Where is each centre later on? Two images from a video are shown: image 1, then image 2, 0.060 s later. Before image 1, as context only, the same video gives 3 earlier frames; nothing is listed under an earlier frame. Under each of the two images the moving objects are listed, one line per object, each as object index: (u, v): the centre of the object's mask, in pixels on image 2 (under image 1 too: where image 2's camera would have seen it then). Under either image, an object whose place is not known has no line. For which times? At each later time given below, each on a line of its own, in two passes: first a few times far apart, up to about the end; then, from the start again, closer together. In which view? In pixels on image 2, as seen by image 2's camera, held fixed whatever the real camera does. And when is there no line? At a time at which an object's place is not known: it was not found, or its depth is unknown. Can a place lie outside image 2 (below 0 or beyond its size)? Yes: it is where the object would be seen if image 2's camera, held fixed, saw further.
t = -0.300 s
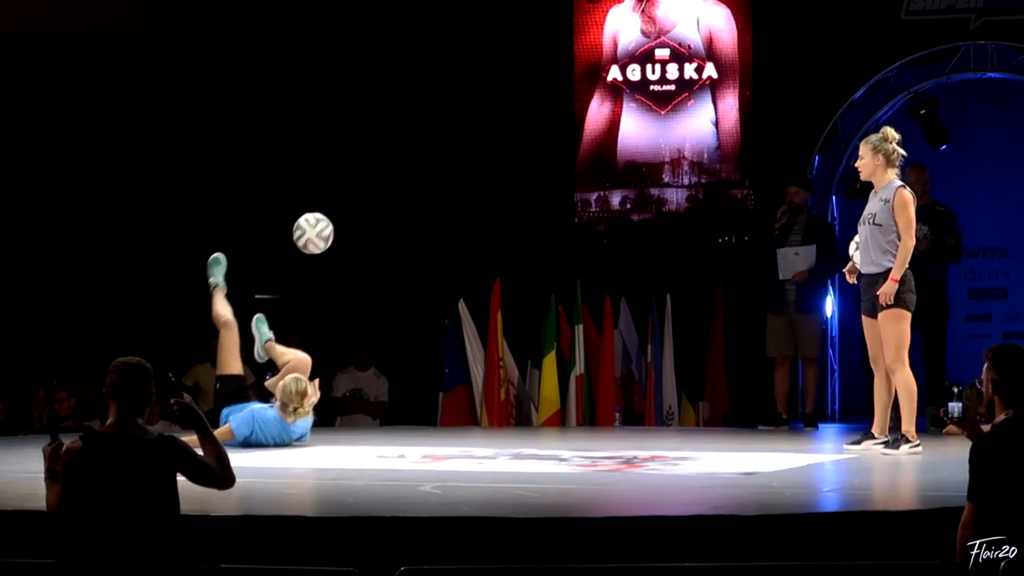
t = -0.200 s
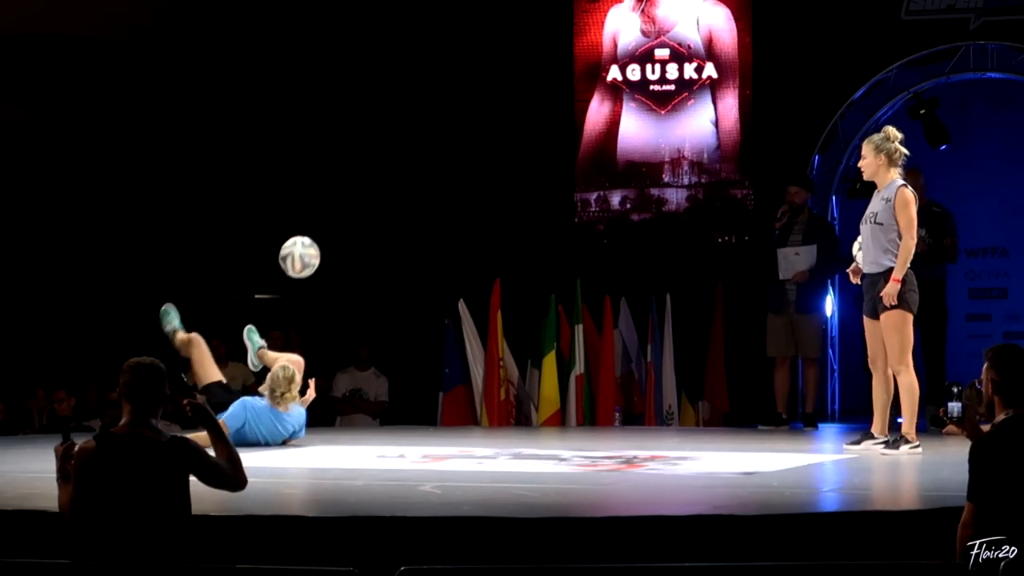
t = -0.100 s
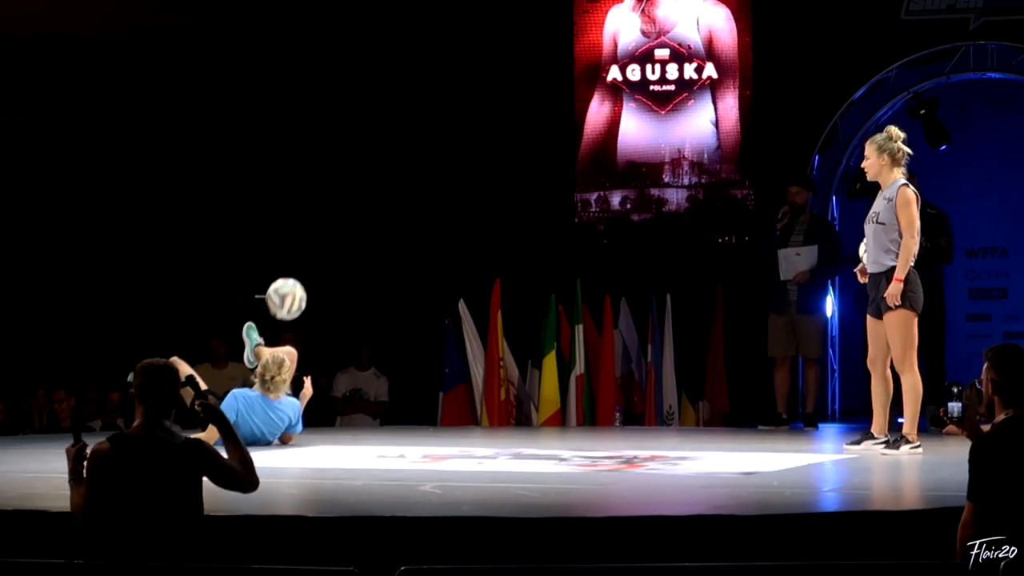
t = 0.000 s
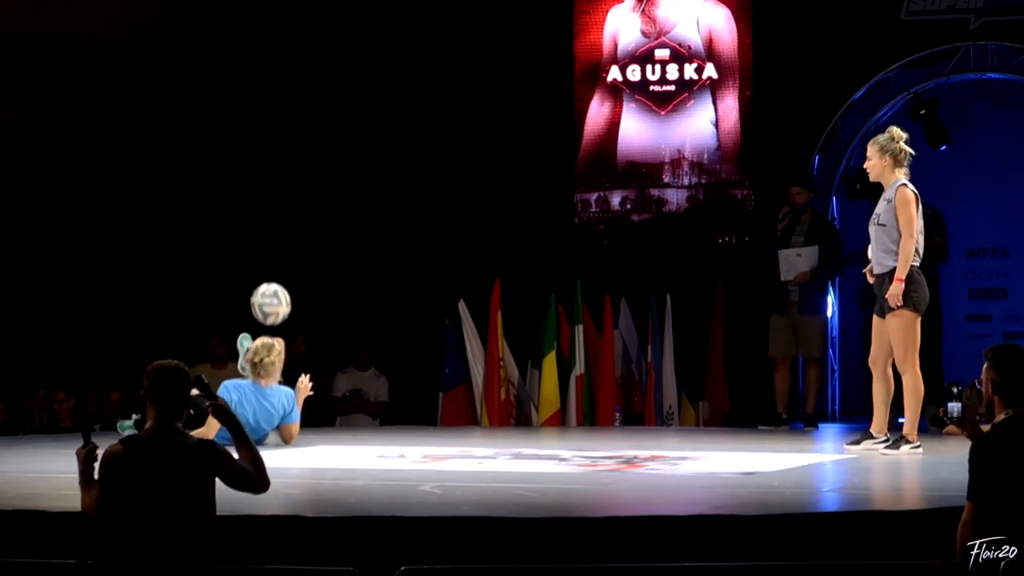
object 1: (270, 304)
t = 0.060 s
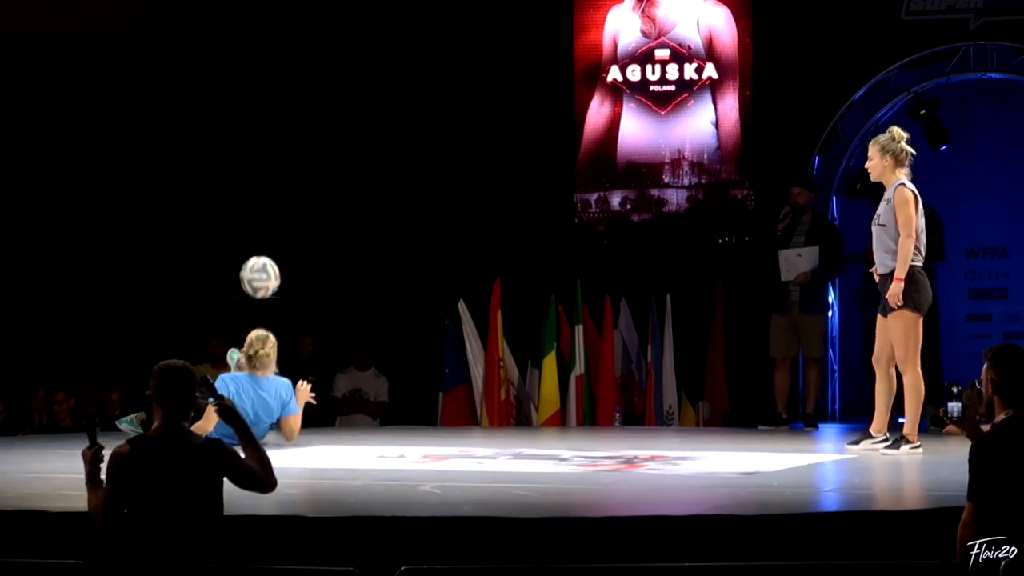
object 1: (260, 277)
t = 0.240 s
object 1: (228, 234)
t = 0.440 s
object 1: (194, 252)
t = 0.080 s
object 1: (256, 270)
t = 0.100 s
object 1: (253, 263)
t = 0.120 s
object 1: (249, 256)
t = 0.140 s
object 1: (246, 251)
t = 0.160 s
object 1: (242, 246)
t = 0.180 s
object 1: (239, 242)
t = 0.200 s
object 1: (236, 239)
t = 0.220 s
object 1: (232, 235)
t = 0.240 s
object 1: (228, 234)
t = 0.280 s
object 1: (221, 232)
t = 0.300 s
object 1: (219, 233)
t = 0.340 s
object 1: (211, 234)
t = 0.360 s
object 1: (208, 237)
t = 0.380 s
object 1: (205, 239)
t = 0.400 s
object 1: (201, 242)
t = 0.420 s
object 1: (197, 247)
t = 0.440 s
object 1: (194, 252)
